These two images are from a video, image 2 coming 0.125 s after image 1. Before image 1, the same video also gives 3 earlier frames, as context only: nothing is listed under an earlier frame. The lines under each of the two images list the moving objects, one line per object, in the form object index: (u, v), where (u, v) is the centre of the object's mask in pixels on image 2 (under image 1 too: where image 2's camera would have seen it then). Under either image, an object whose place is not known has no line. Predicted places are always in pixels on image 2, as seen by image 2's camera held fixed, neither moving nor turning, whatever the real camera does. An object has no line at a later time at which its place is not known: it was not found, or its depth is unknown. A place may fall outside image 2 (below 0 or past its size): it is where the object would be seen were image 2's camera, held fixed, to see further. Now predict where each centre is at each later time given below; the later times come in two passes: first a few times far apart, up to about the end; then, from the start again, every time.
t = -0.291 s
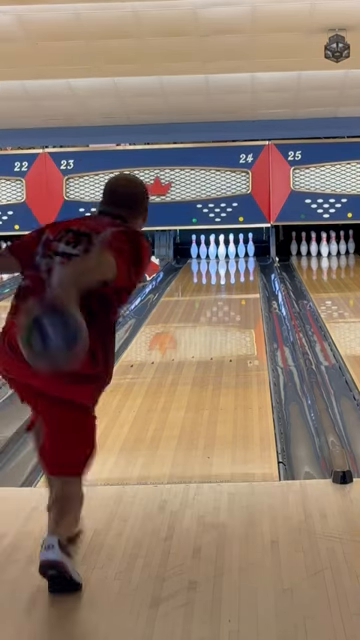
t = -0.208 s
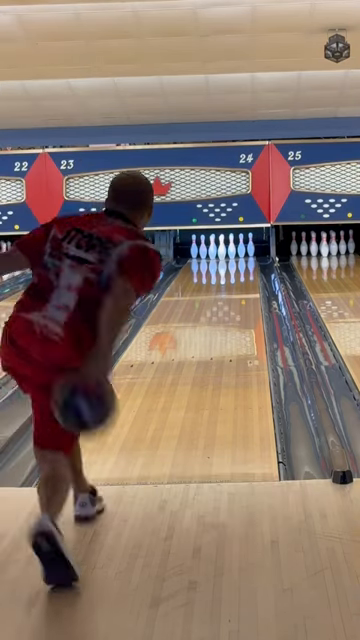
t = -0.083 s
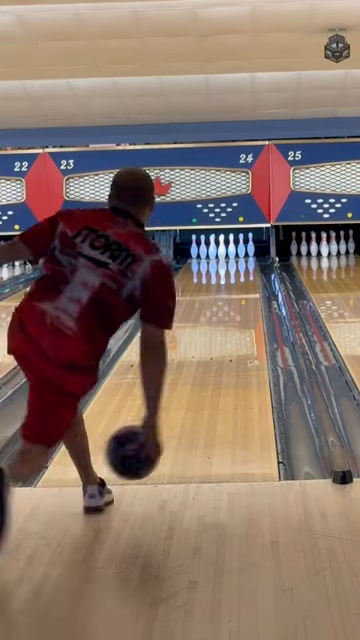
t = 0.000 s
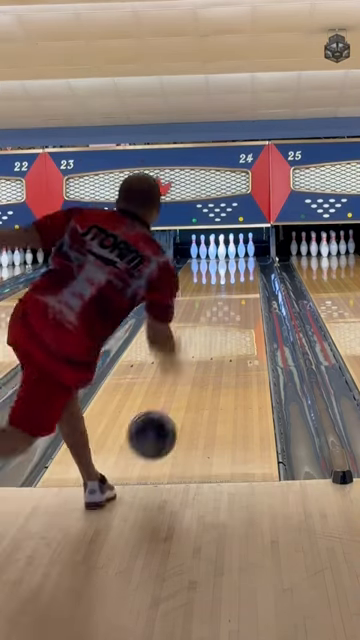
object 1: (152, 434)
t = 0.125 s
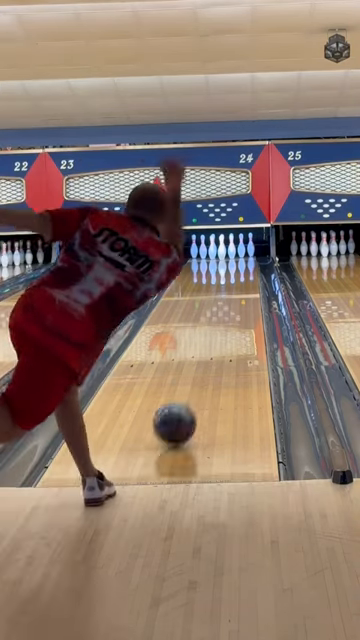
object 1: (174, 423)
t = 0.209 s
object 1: (186, 404)
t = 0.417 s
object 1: (207, 366)
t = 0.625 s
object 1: (222, 340)
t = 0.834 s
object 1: (233, 320)
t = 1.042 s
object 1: (241, 304)
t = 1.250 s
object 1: (247, 291)
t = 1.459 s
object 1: (249, 282)
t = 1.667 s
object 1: (250, 274)
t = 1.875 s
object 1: (249, 267)
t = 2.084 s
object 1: (242, 262)
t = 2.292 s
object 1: (234, 257)
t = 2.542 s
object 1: (228, 253)
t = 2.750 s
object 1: (232, 251)
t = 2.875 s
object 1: (236, 249)
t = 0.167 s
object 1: (180, 412)
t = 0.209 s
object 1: (186, 404)
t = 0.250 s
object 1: (191, 395)
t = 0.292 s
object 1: (195, 388)
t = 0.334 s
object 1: (200, 380)
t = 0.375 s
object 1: (204, 372)
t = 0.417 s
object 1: (207, 366)
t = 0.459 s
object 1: (211, 360)
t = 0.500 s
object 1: (214, 354)
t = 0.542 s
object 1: (217, 349)
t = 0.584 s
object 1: (220, 344)
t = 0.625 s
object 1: (222, 340)
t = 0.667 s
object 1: (225, 336)
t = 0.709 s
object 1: (227, 331)
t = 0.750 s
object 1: (229, 327)
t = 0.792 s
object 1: (231, 323)
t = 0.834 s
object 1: (233, 320)
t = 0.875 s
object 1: (235, 316)
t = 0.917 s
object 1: (237, 313)
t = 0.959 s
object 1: (238, 310)
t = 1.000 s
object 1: (240, 307)
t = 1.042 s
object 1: (241, 304)
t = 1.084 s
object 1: (243, 301)
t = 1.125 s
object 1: (244, 299)
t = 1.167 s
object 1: (245, 296)
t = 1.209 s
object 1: (246, 294)
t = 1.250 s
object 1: (247, 291)
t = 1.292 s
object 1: (247, 289)
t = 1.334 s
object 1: (248, 287)
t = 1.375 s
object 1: (248, 286)
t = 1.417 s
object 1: (248, 284)
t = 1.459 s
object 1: (249, 282)
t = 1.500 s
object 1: (250, 280)
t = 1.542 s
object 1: (250, 278)
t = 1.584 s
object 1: (250, 277)
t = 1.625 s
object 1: (250, 275)
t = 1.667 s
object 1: (250, 274)
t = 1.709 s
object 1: (250, 273)
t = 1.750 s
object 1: (250, 271)
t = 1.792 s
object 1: (249, 270)
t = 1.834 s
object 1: (249, 268)
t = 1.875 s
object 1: (249, 267)
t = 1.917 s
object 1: (248, 266)
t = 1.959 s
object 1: (247, 265)
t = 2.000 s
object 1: (245, 264)
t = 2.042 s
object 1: (243, 263)
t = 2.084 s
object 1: (242, 262)
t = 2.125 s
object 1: (241, 261)
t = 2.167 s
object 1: (239, 260)
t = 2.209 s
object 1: (238, 259)
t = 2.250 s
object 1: (236, 258)
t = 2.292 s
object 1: (234, 257)
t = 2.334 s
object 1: (233, 257)
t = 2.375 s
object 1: (232, 257)
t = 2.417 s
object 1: (231, 255)
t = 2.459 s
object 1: (230, 255)
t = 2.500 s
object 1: (228, 254)
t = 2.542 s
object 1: (228, 253)
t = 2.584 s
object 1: (229, 253)
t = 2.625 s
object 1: (228, 252)
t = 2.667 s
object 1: (229, 252)
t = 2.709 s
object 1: (230, 251)
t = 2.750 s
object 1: (232, 251)
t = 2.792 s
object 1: (234, 250)
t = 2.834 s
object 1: (234, 250)
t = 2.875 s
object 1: (236, 249)
